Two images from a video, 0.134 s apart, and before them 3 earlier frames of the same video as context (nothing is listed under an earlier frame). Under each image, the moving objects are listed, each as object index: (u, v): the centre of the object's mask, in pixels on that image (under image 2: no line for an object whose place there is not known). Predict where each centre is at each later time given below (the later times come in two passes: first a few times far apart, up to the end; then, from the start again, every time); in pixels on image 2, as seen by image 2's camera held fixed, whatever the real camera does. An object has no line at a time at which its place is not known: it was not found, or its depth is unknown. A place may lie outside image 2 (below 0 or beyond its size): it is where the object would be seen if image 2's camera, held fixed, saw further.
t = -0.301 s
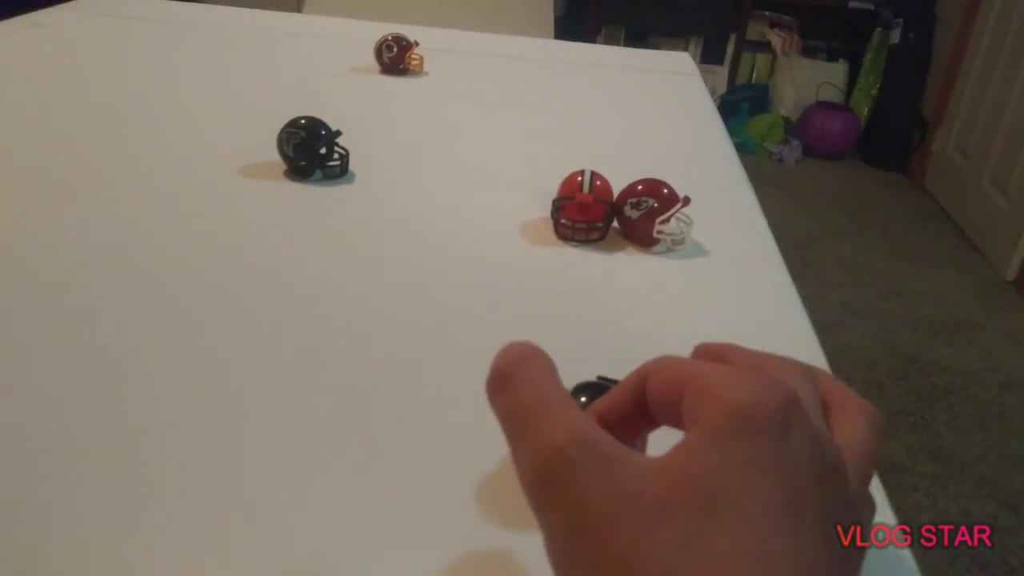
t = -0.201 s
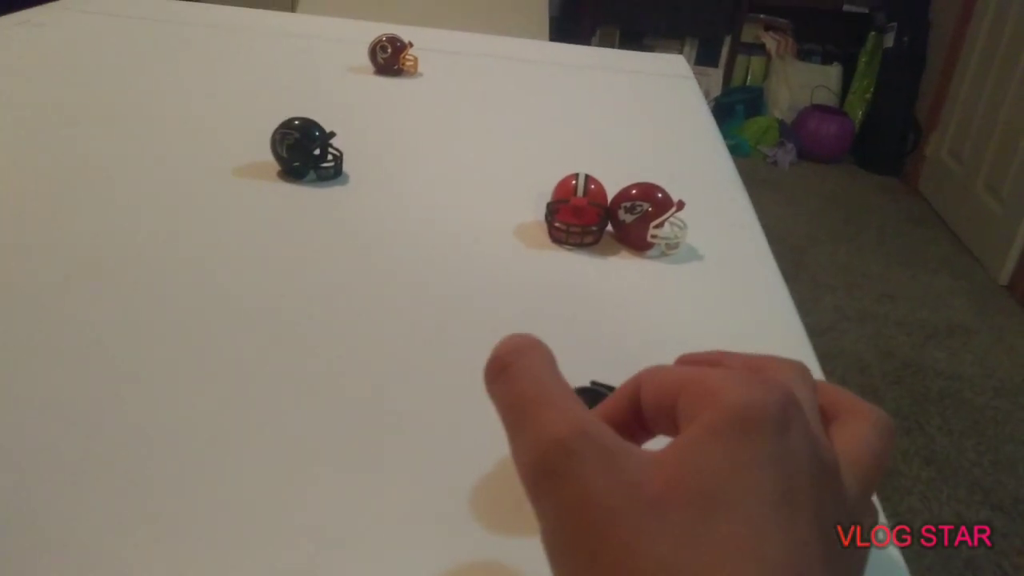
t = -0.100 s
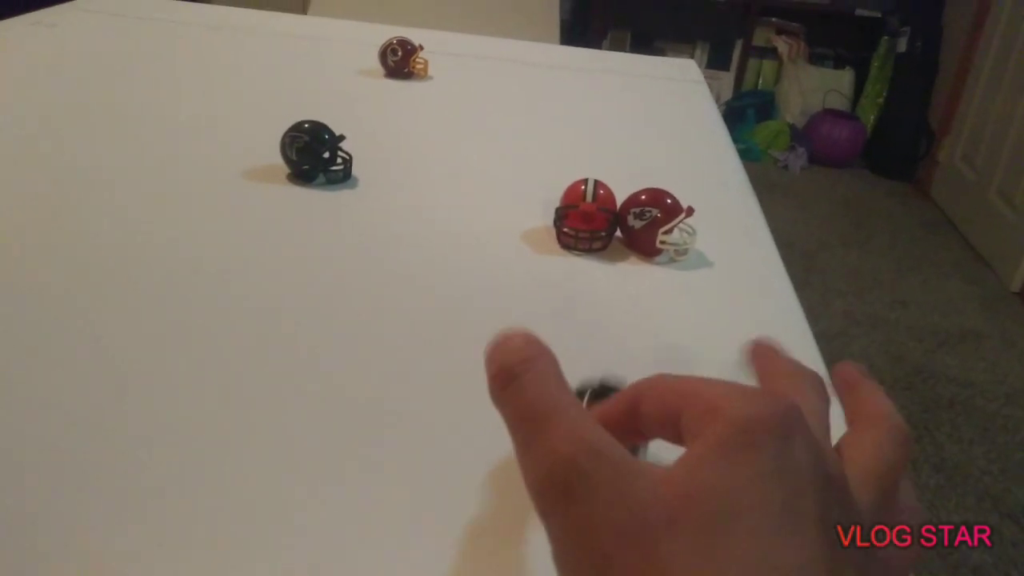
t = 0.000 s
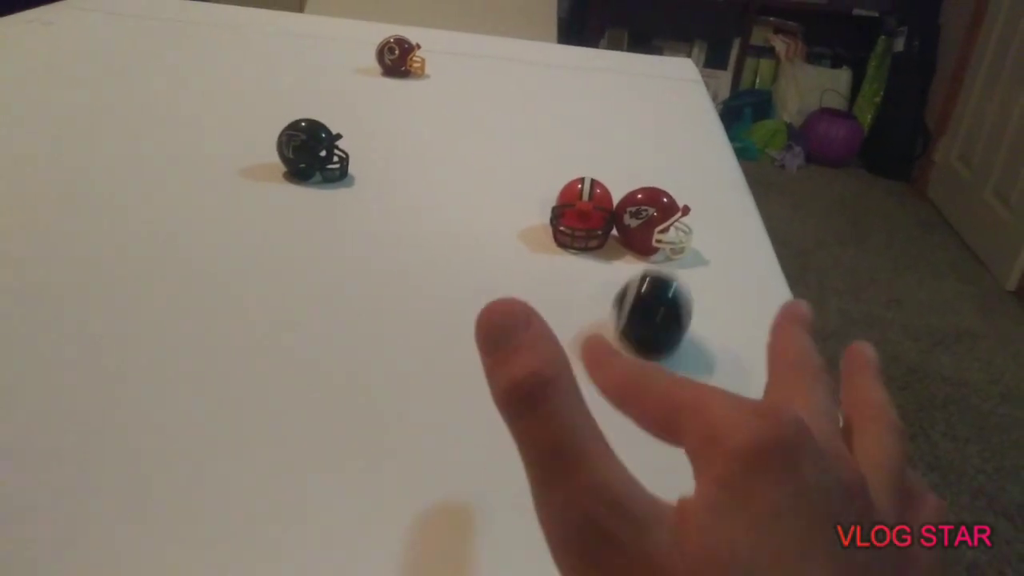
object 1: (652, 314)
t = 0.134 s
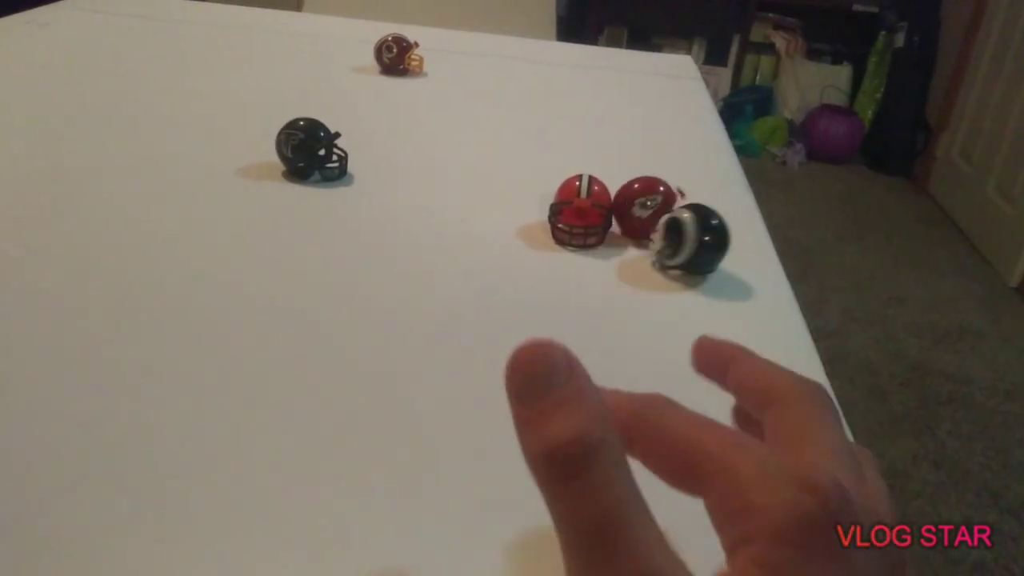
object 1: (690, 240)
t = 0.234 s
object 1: (704, 240)
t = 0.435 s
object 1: (699, 243)
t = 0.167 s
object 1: (697, 241)
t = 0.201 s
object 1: (703, 241)
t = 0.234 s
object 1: (704, 240)
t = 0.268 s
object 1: (703, 240)
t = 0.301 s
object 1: (703, 240)
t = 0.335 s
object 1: (702, 241)
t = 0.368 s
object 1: (700, 241)
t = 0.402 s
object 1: (701, 242)
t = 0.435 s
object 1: (699, 243)
